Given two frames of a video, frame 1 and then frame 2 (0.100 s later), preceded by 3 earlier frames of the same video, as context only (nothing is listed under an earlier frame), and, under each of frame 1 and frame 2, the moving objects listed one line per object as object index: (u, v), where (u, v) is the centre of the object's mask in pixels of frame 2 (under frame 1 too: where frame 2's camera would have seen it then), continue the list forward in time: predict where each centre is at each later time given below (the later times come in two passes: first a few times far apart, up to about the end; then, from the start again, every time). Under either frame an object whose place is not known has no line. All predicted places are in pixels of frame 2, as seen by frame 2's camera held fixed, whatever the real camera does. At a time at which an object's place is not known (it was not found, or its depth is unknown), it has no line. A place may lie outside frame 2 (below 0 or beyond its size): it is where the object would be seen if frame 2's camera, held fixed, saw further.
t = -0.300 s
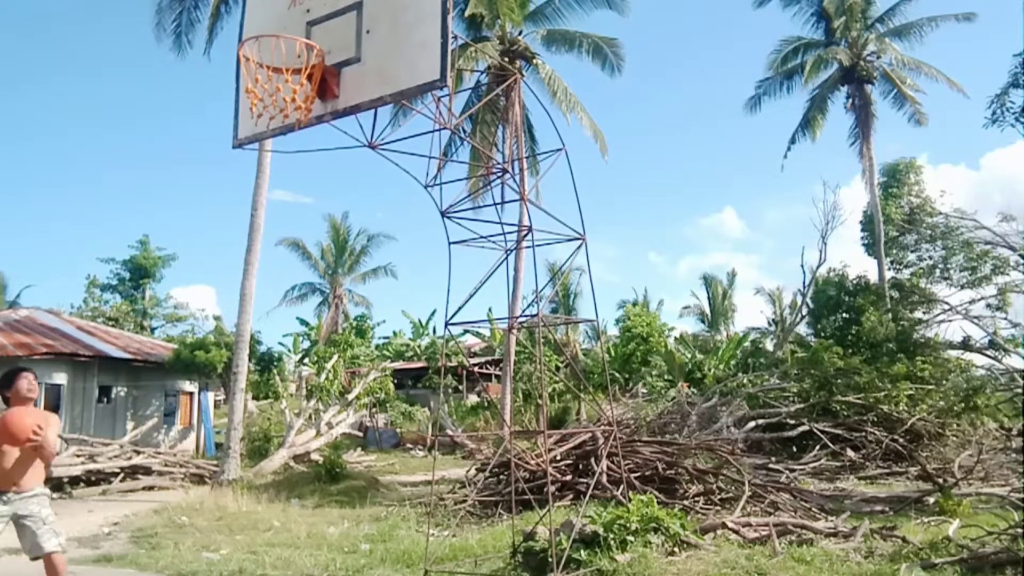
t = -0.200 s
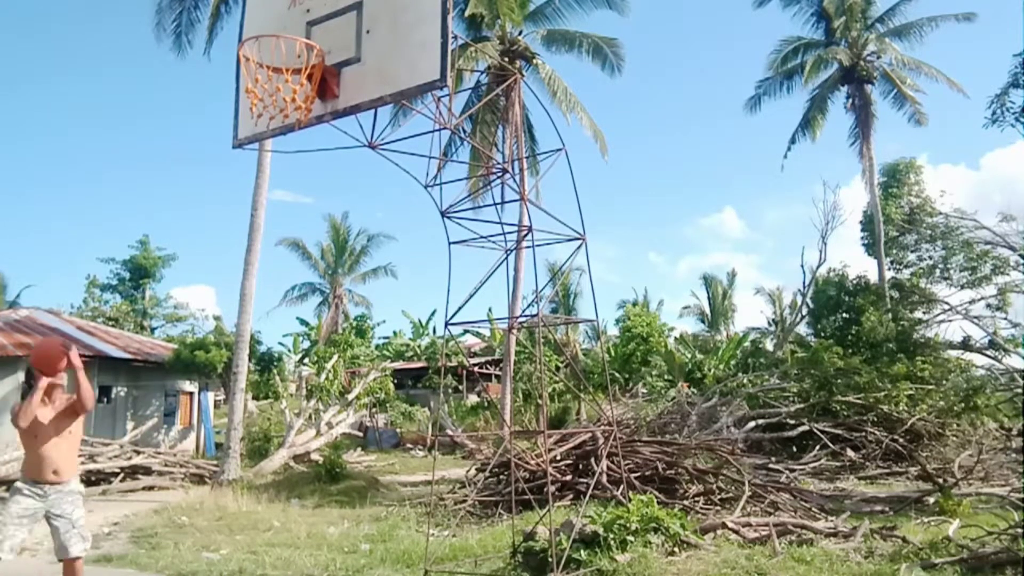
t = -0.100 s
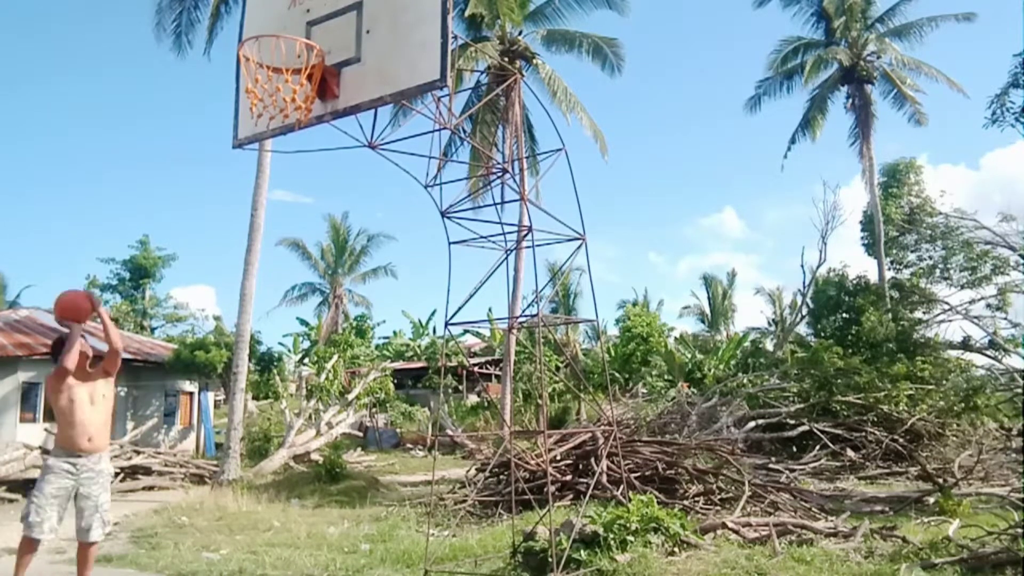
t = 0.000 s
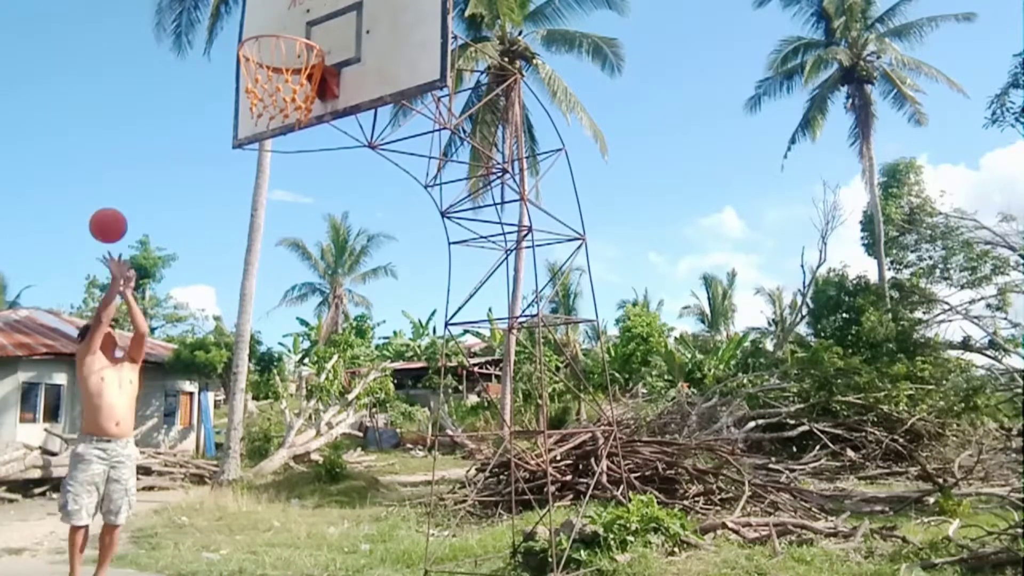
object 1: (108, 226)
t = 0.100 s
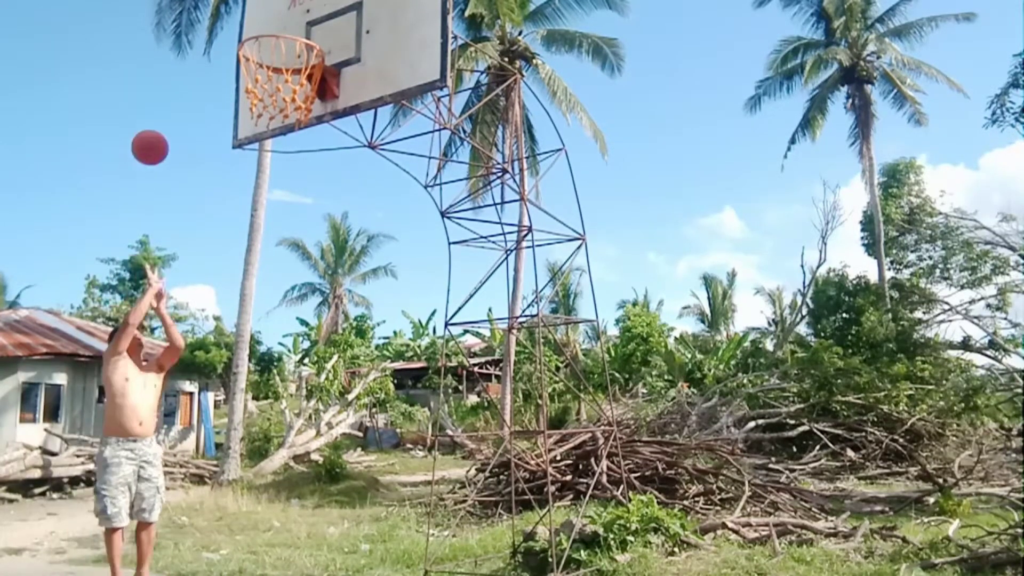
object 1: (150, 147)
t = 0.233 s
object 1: (201, 72)
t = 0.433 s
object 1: (272, 17)
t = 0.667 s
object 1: (280, 13)
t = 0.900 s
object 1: (279, 85)
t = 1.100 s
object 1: (275, 176)
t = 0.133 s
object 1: (163, 125)
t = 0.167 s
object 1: (176, 106)
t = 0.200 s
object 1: (189, 88)
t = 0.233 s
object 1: (201, 72)
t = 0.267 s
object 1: (213, 58)
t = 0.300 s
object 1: (224, 47)
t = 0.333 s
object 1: (237, 36)
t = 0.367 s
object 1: (248, 28)
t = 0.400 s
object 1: (260, 21)
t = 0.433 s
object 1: (272, 17)
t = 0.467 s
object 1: (276, 14)
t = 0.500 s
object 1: (278, 11)
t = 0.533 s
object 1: (278, 10)
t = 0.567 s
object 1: (279, 9)
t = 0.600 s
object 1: (279, 10)
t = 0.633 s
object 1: (279, 11)
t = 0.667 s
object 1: (280, 13)
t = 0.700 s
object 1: (280, 16)
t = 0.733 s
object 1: (280, 21)
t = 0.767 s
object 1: (281, 34)
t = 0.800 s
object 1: (282, 45)
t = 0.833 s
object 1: (282, 57)
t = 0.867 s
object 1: (282, 74)
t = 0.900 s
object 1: (279, 85)
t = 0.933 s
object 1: (279, 97)
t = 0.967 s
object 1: (279, 108)
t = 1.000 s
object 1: (278, 121)
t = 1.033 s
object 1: (277, 138)
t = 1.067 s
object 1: (276, 156)
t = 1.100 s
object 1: (275, 176)
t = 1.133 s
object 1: (274, 198)
